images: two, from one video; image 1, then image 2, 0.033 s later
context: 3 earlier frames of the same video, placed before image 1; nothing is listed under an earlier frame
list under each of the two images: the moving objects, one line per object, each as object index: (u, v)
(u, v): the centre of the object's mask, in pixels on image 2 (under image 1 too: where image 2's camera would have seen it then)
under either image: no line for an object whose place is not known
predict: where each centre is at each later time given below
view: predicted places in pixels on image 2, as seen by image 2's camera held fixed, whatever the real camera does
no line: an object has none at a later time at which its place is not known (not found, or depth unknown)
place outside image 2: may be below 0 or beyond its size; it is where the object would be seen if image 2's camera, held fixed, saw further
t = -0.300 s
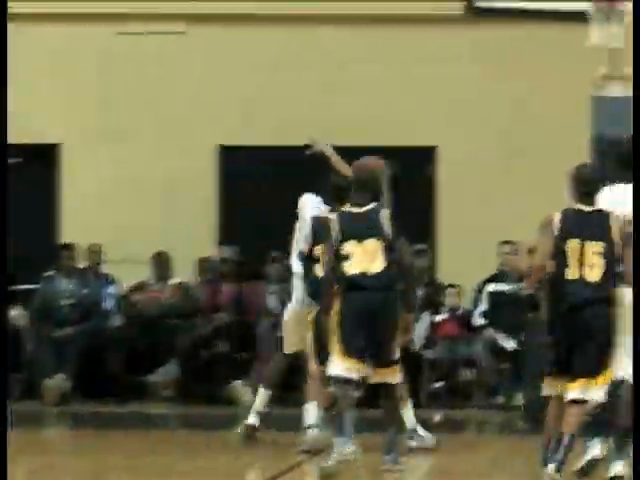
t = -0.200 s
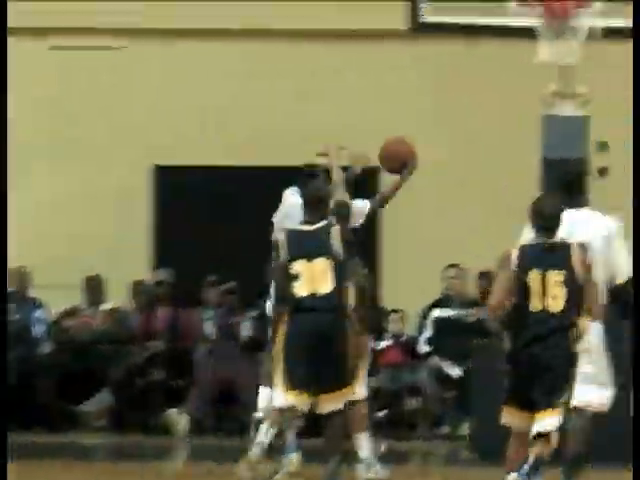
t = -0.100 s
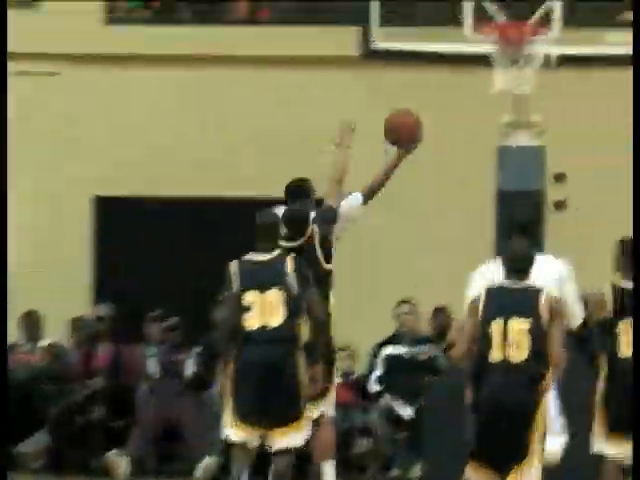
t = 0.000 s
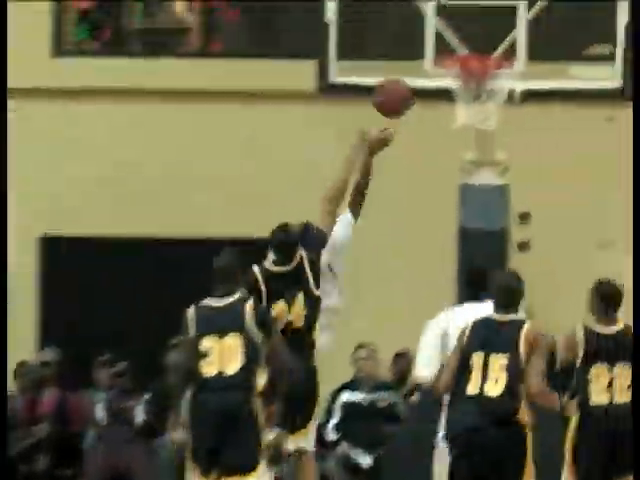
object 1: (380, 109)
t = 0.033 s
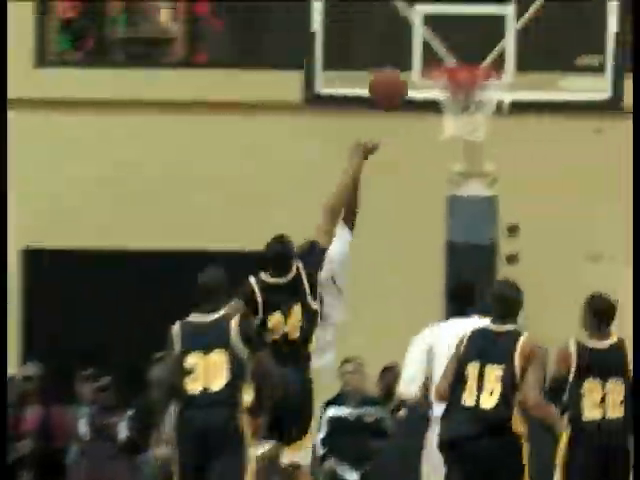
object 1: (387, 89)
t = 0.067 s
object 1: (397, 71)
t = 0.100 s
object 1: (407, 55)
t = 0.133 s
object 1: (414, 42)
